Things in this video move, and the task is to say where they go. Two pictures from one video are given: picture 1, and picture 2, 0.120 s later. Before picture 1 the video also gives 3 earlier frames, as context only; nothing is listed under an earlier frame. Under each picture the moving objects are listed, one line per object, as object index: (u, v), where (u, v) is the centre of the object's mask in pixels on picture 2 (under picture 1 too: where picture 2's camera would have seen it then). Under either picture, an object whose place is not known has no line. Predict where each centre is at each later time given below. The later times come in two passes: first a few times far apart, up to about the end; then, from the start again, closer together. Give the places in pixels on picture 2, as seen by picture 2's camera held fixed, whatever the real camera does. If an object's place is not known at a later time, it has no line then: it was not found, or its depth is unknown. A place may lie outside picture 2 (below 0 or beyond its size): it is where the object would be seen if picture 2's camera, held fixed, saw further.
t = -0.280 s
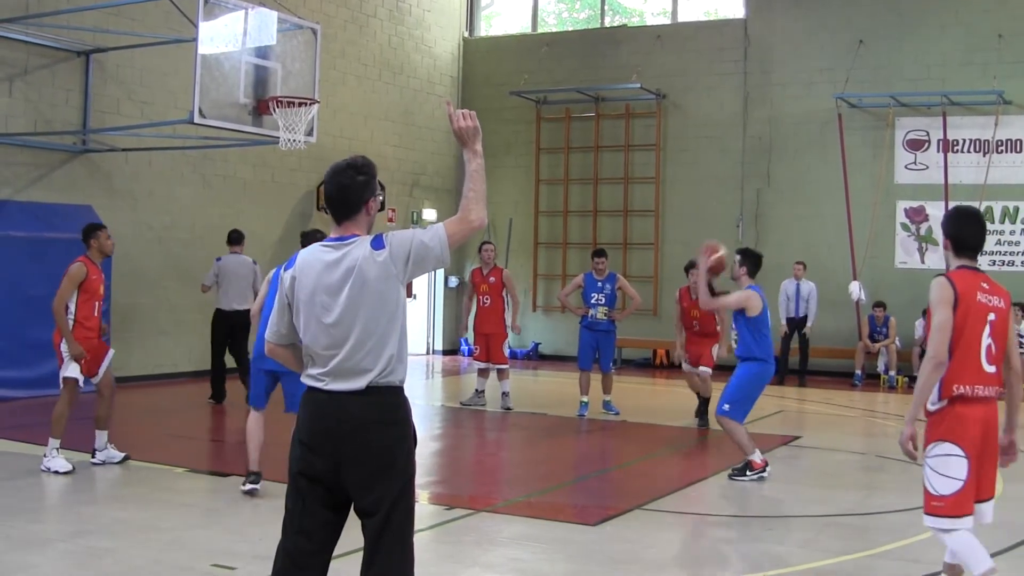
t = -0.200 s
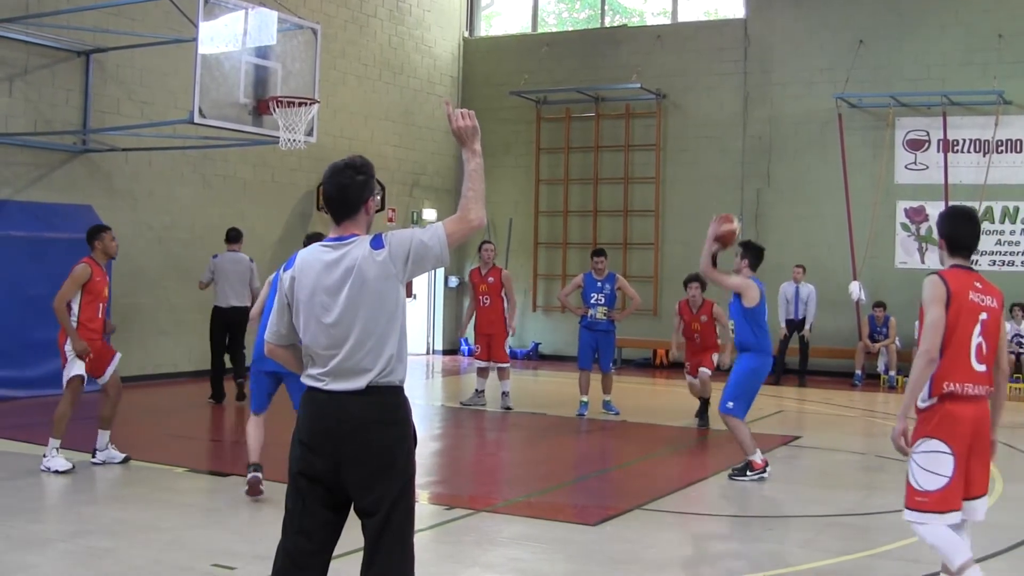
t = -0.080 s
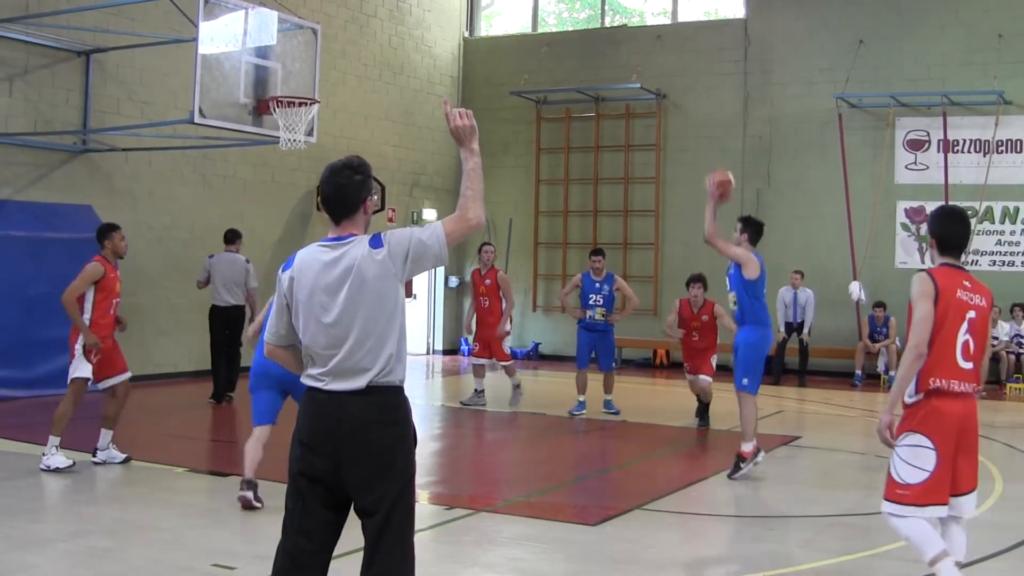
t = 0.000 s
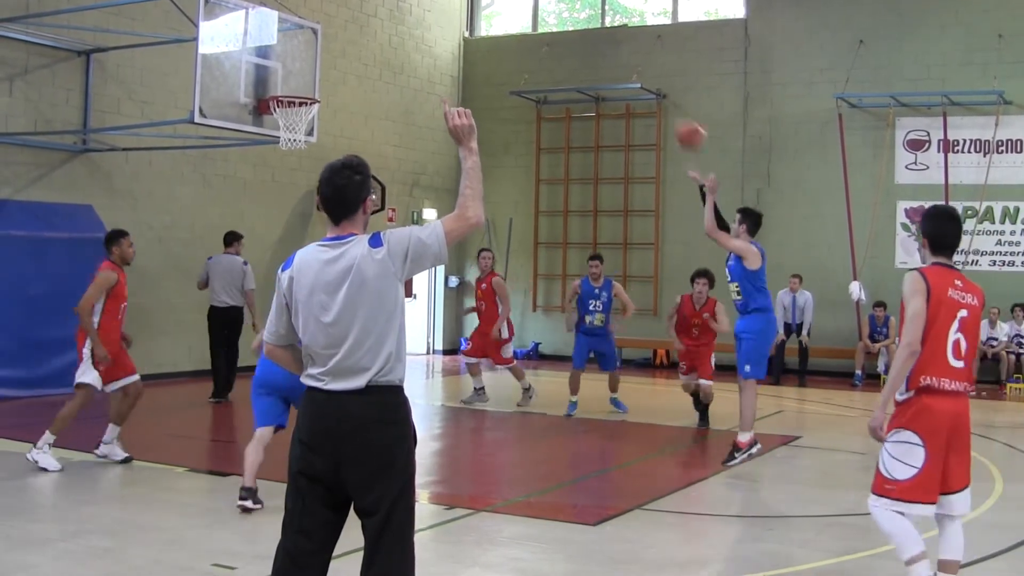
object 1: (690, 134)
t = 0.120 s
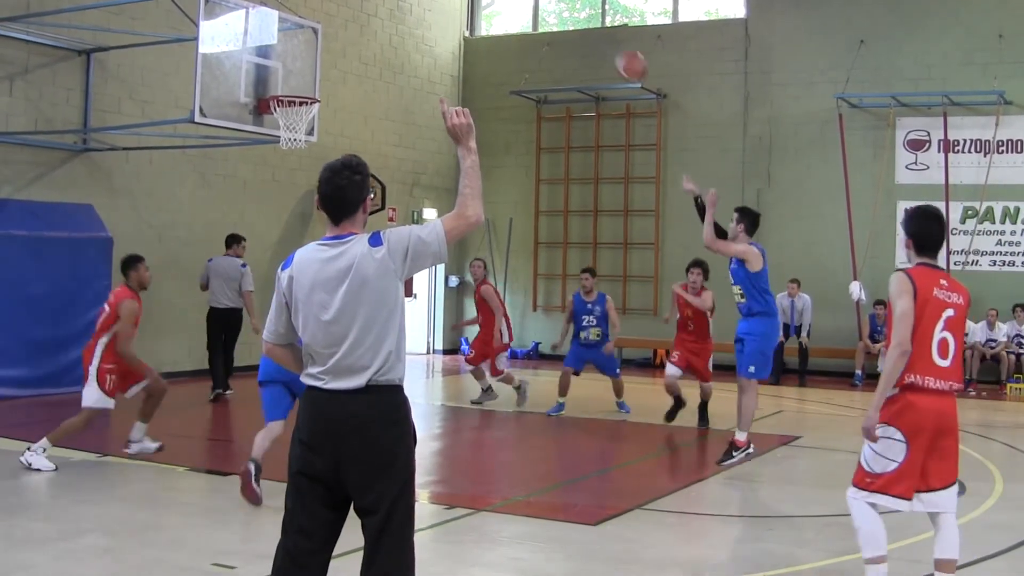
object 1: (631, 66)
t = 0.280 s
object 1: (559, 12)
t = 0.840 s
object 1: (341, 55)
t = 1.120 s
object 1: (271, 129)
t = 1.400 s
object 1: (253, 201)
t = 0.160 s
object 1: (614, 49)
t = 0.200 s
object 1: (596, 35)
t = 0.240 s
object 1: (578, 22)
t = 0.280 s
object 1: (559, 12)
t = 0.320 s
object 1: (542, 7)
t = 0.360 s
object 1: (525, 4)
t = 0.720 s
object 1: (383, 17)
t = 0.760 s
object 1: (368, 28)
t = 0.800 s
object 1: (354, 40)
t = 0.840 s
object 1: (341, 55)
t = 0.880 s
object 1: (327, 70)
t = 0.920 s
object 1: (312, 87)
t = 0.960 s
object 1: (295, 99)
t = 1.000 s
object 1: (291, 109)
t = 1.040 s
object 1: (280, 121)
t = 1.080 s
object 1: (274, 126)
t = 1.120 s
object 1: (271, 129)
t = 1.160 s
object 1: (269, 135)
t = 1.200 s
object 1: (267, 142)
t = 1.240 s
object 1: (265, 151)
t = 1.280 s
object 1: (262, 161)
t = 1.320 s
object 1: (260, 171)
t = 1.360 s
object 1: (257, 186)
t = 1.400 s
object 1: (253, 201)
